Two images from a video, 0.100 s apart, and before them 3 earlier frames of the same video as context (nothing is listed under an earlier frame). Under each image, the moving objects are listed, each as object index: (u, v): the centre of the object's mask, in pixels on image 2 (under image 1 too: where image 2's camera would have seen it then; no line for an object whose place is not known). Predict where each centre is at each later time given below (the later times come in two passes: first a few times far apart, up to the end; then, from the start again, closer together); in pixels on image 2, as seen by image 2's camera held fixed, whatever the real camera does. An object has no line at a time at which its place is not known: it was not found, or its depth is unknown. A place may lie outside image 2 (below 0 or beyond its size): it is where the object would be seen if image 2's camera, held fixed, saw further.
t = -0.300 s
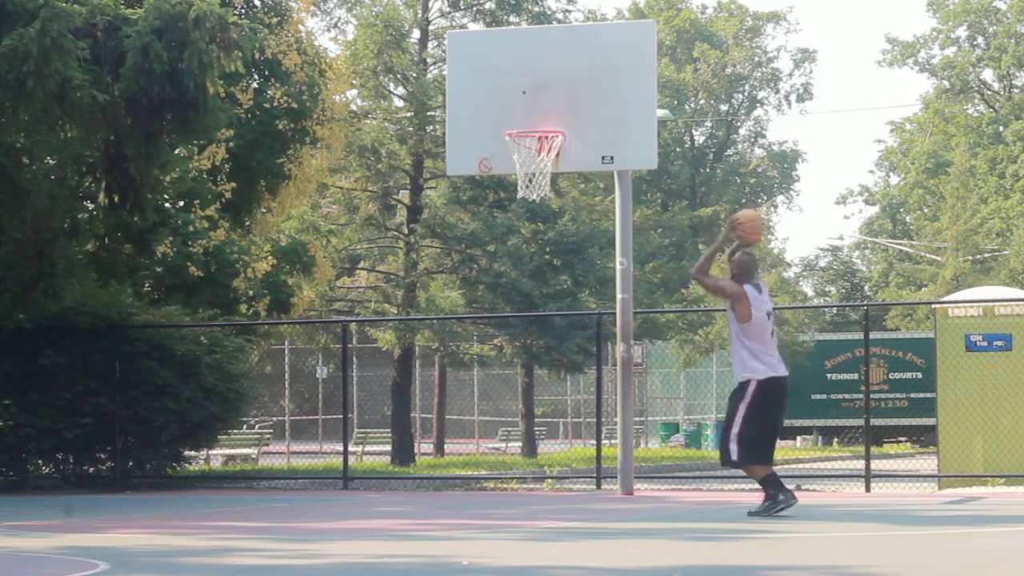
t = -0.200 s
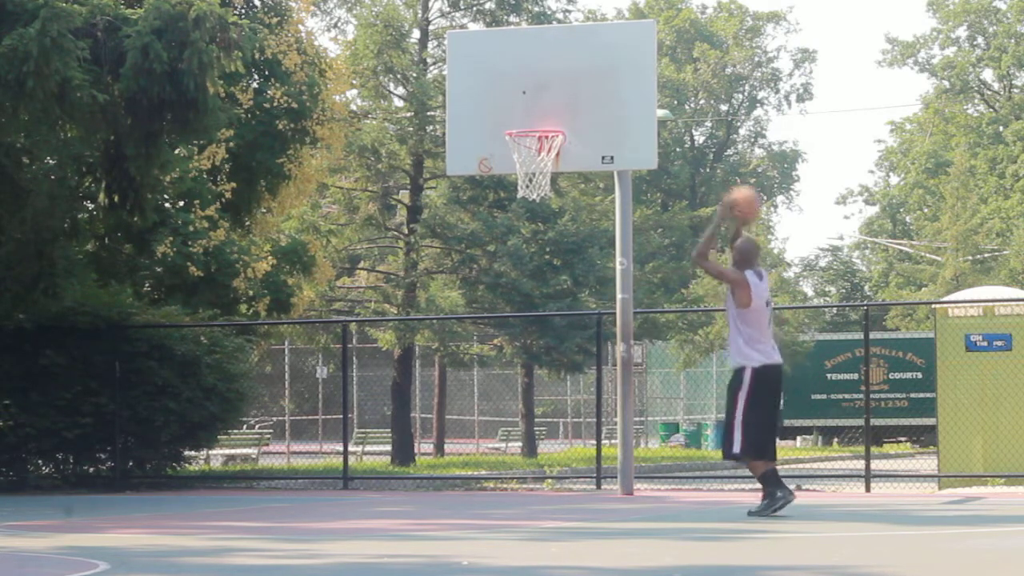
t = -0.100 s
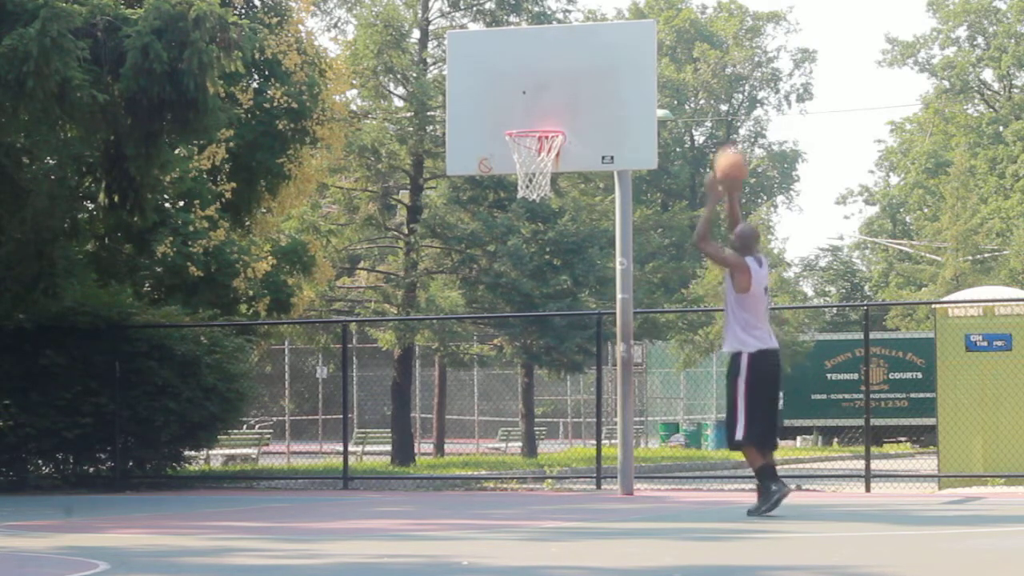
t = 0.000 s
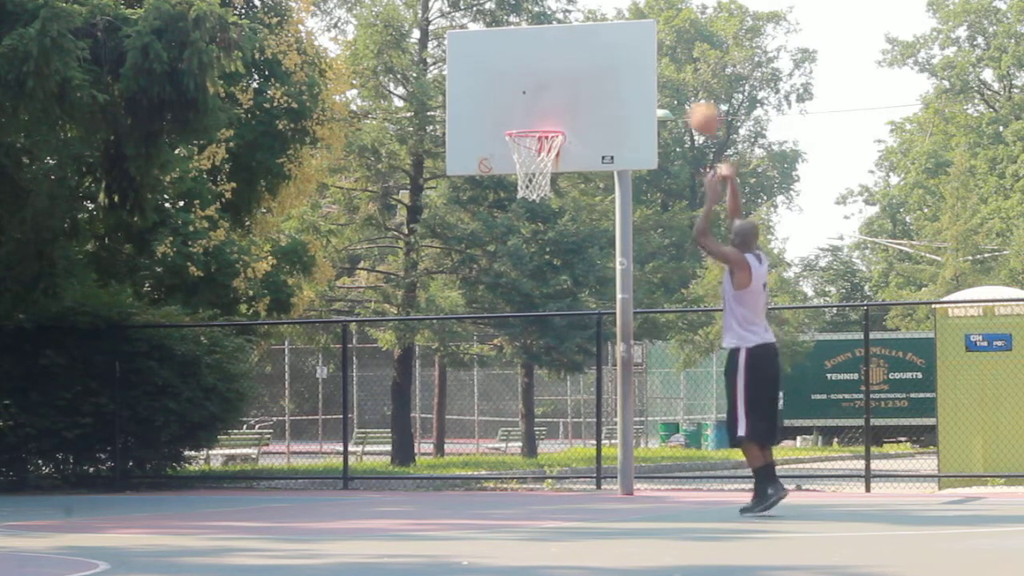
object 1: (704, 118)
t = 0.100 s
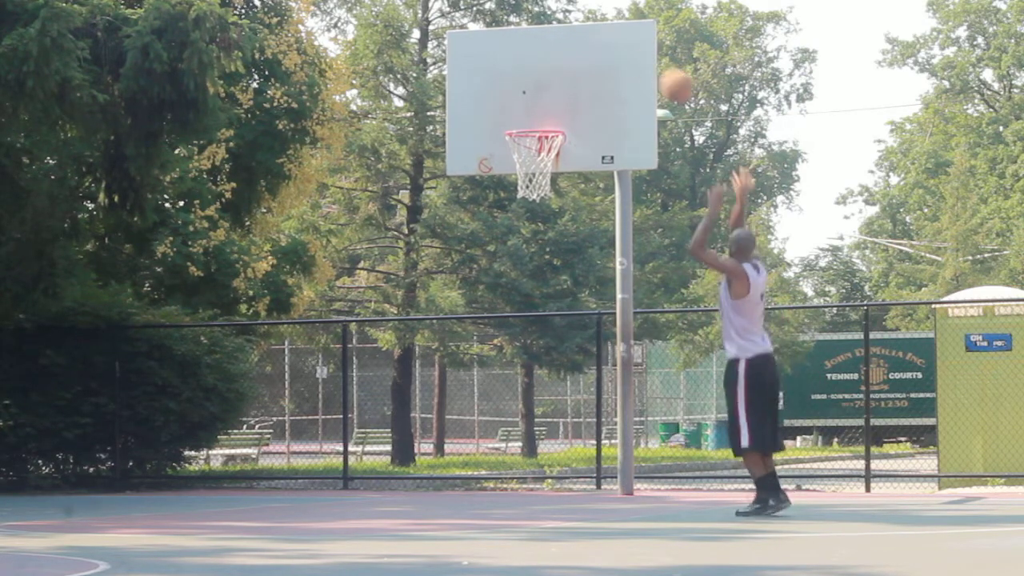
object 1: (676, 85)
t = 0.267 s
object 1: (633, 60)
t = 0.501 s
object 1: (577, 82)
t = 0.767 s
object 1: (529, 121)
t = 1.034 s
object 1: (545, 114)
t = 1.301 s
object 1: (528, 122)
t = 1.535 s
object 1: (521, 178)
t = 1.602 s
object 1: (531, 206)
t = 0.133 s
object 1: (668, 78)
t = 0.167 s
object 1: (660, 72)
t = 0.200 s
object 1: (650, 66)
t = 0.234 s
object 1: (641, 62)
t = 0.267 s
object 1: (633, 60)
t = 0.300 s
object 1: (624, 59)
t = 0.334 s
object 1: (616, 60)
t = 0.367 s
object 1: (608, 62)
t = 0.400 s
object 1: (600, 65)
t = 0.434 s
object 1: (592, 69)
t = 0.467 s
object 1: (585, 74)
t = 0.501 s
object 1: (577, 82)
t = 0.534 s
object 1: (569, 90)
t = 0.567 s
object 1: (562, 99)
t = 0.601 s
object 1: (554, 110)
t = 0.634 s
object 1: (547, 117)
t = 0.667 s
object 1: (541, 119)
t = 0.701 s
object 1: (535, 121)
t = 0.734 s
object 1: (529, 123)
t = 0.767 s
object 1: (529, 121)
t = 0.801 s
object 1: (528, 120)
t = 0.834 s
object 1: (529, 119)
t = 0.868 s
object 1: (530, 117)
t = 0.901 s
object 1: (534, 115)
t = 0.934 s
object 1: (537, 113)
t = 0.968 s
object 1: (540, 112)
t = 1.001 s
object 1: (543, 112)
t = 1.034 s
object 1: (545, 114)
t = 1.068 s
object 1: (548, 116)
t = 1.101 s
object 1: (552, 118)
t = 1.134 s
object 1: (549, 118)
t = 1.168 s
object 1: (545, 118)
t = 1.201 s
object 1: (541, 118)
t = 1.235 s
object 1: (537, 118)
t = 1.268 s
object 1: (532, 120)
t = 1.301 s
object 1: (528, 122)
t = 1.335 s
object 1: (523, 130)
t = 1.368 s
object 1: (521, 139)
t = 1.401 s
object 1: (521, 145)
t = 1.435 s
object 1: (523, 152)
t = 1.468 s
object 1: (523, 160)
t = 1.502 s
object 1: (520, 166)
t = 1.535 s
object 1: (521, 178)
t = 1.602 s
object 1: (531, 206)
